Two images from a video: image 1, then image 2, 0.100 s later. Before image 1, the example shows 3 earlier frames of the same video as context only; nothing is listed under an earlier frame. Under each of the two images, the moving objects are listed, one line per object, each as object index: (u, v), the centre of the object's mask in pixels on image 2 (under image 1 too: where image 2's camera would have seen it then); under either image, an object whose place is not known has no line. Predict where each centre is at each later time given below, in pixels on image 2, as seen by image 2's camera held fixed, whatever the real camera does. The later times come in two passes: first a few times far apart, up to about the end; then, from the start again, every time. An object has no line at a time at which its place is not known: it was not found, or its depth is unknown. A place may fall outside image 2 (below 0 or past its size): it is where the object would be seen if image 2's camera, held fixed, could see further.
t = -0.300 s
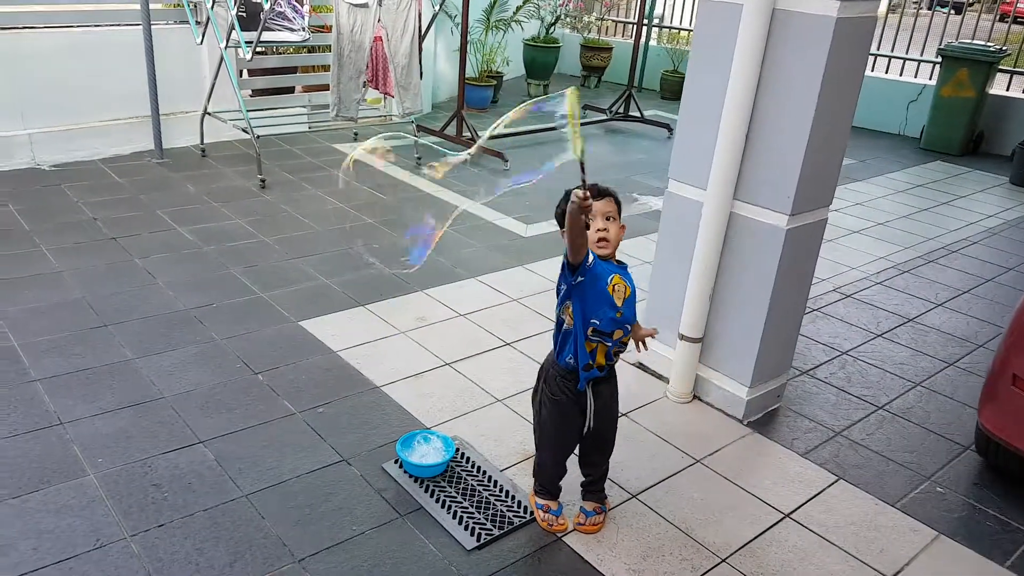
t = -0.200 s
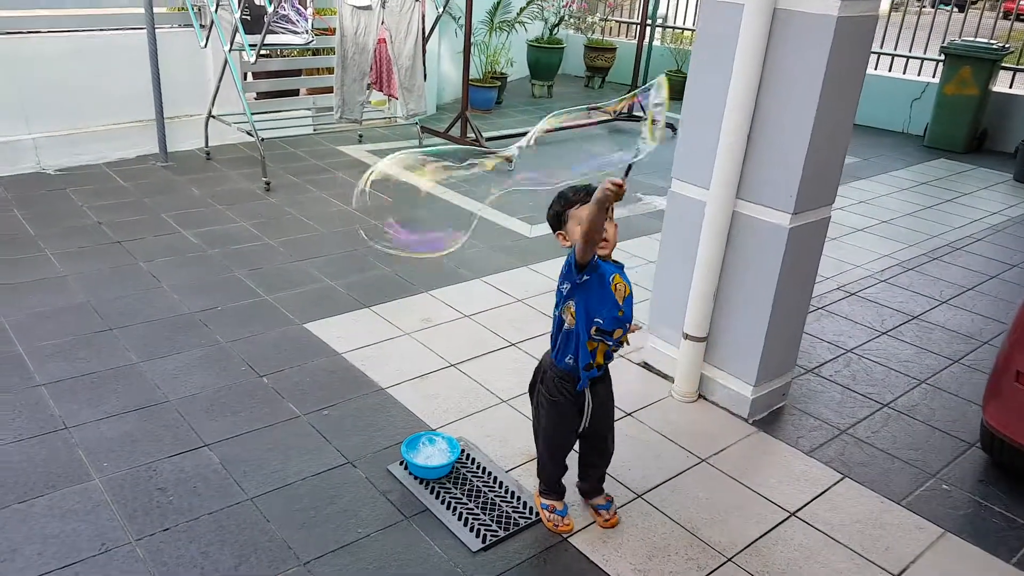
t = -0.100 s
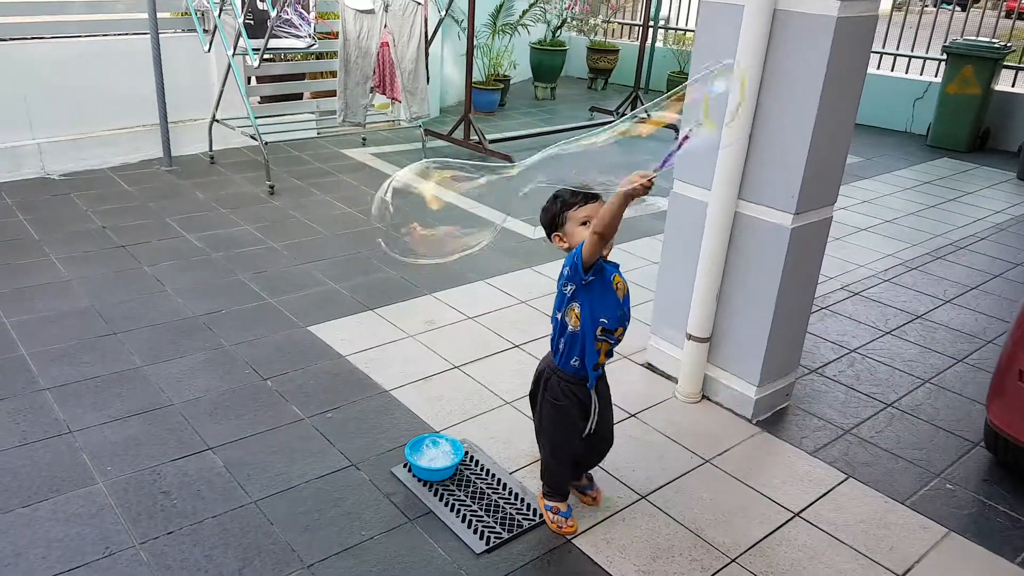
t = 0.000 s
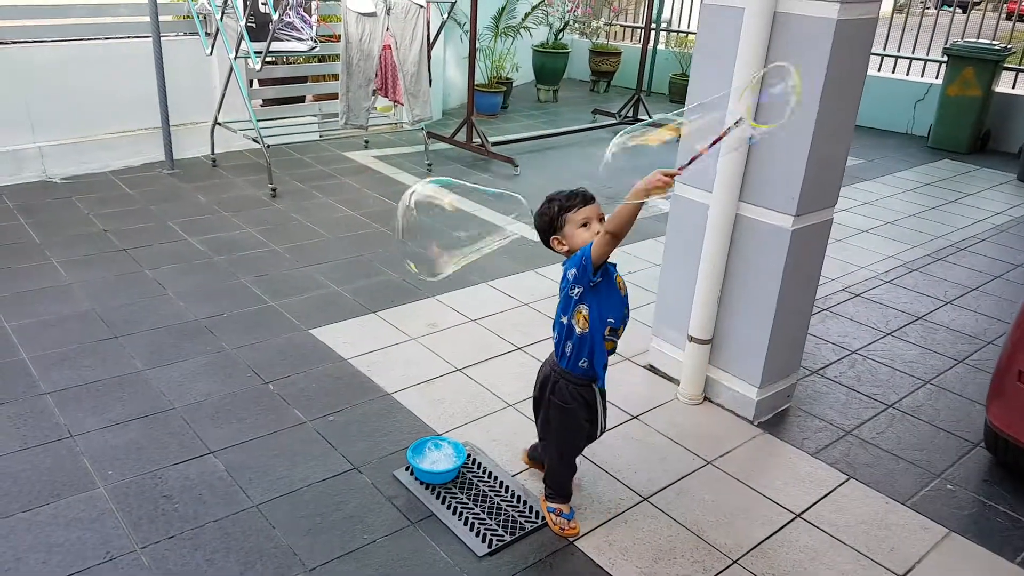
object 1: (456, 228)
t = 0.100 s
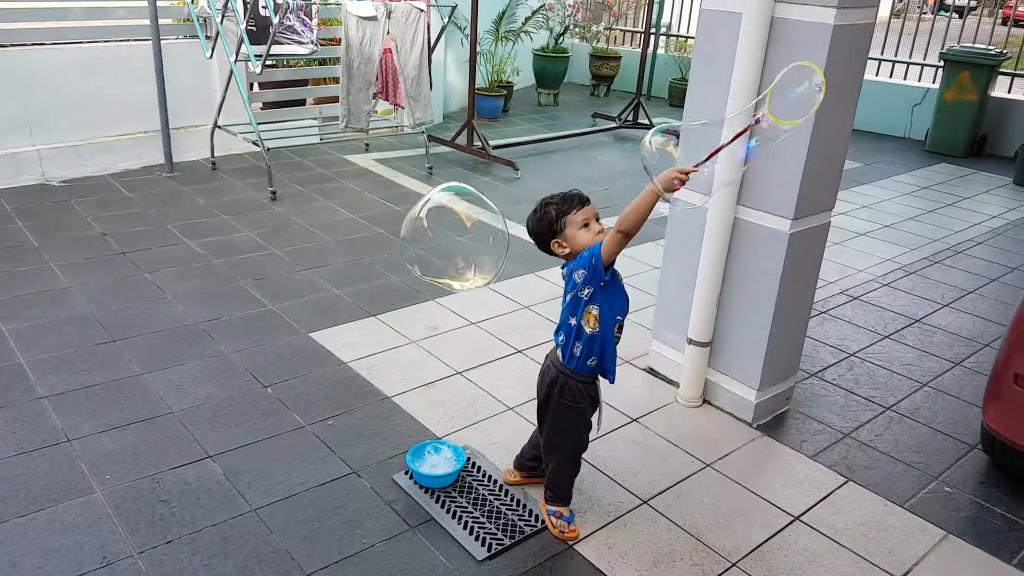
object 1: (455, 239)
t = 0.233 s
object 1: (451, 260)
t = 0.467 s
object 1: (425, 303)
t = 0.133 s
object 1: (454, 245)
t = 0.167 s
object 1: (453, 250)
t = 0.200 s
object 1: (451, 255)
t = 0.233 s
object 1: (451, 260)
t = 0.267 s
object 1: (450, 265)
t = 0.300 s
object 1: (447, 271)
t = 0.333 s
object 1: (443, 276)
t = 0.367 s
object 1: (440, 283)
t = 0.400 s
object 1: (436, 290)
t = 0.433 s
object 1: (430, 297)
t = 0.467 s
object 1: (425, 303)
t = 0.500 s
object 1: (421, 311)
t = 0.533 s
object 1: (414, 319)
